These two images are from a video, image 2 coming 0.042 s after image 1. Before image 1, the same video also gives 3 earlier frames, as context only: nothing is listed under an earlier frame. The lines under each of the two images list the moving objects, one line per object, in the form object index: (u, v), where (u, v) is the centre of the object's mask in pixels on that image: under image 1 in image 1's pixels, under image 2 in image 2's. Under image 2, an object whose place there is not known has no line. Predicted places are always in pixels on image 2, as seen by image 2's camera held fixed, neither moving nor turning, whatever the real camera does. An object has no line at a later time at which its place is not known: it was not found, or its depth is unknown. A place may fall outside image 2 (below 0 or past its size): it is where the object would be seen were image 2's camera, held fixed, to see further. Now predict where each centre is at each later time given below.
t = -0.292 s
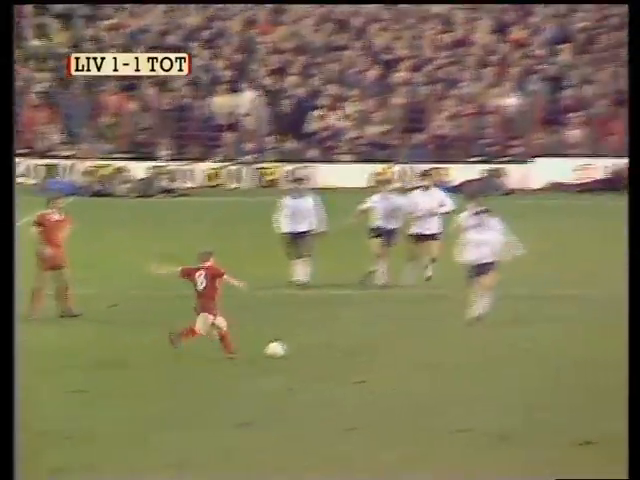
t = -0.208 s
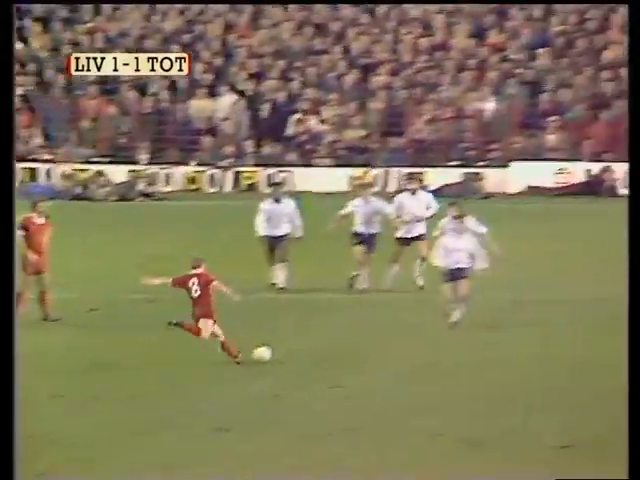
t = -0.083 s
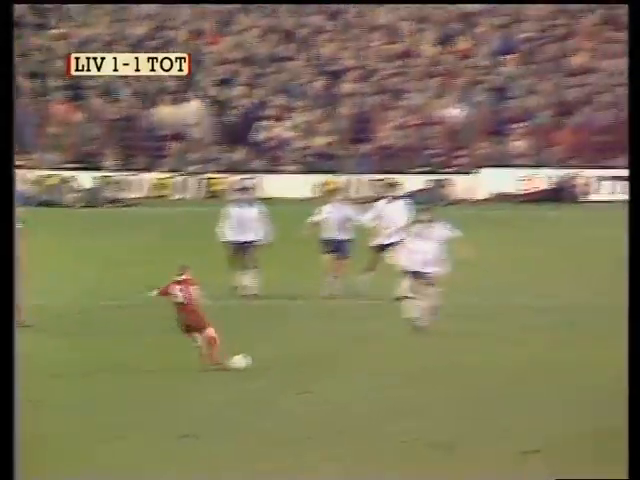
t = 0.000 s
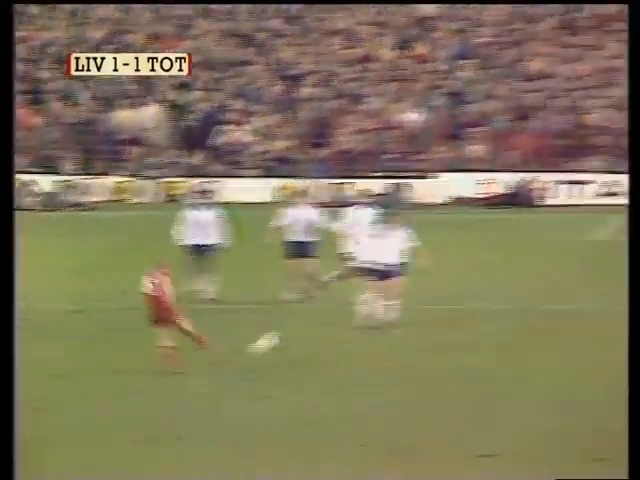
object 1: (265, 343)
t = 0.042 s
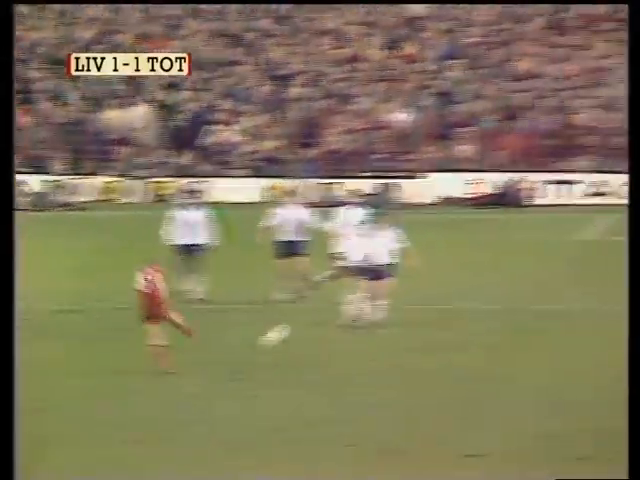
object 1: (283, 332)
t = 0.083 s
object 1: (296, 327)
